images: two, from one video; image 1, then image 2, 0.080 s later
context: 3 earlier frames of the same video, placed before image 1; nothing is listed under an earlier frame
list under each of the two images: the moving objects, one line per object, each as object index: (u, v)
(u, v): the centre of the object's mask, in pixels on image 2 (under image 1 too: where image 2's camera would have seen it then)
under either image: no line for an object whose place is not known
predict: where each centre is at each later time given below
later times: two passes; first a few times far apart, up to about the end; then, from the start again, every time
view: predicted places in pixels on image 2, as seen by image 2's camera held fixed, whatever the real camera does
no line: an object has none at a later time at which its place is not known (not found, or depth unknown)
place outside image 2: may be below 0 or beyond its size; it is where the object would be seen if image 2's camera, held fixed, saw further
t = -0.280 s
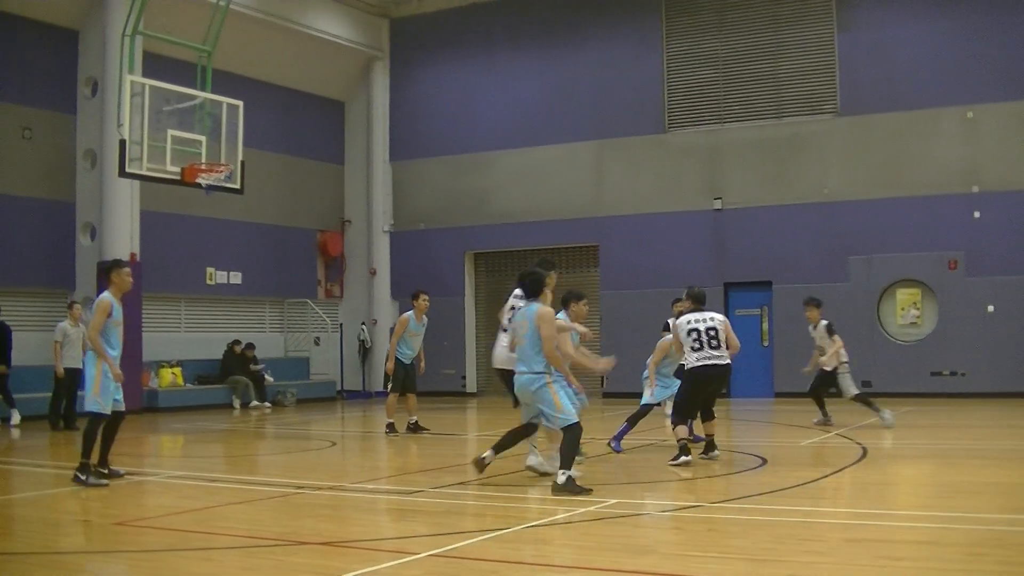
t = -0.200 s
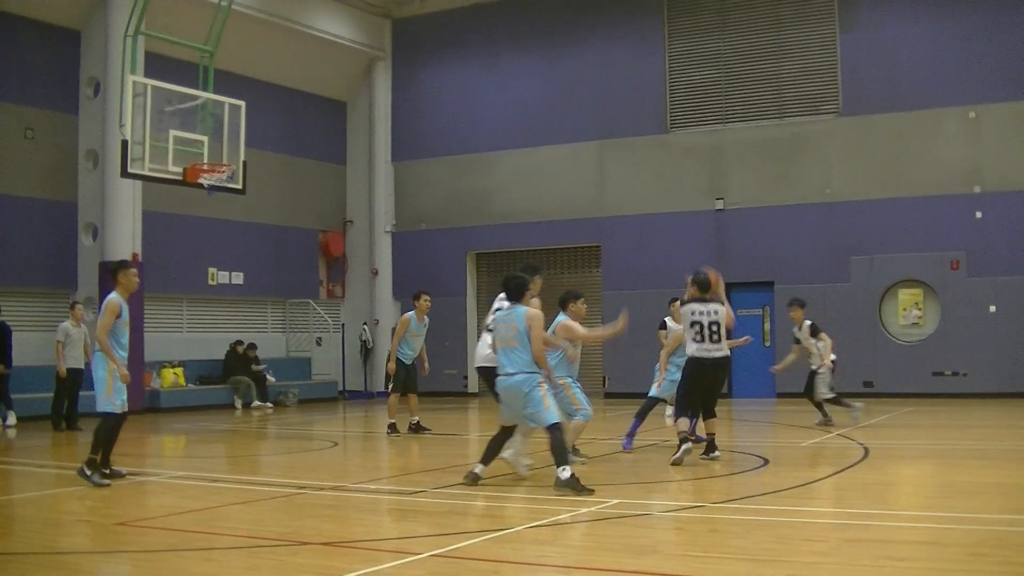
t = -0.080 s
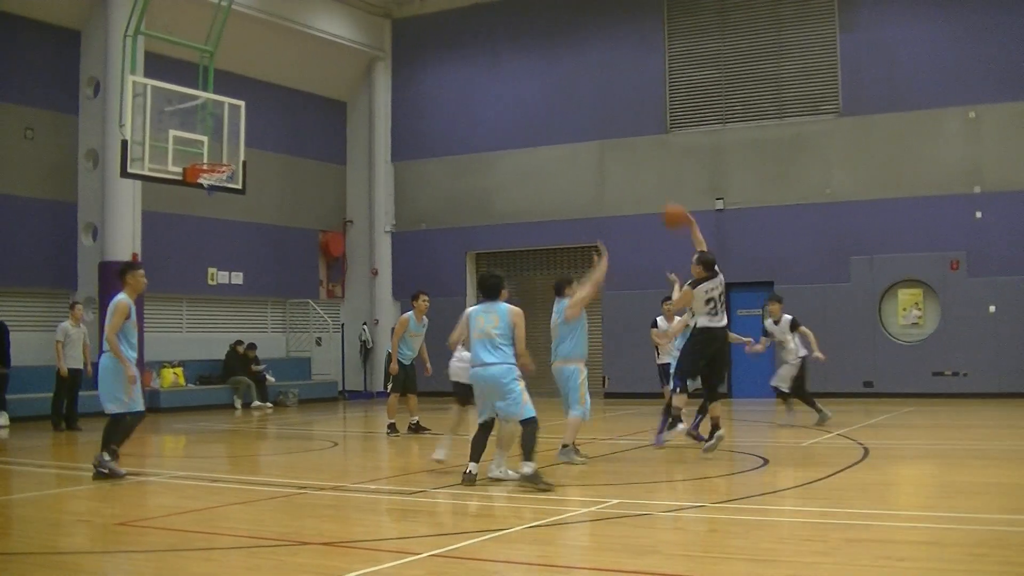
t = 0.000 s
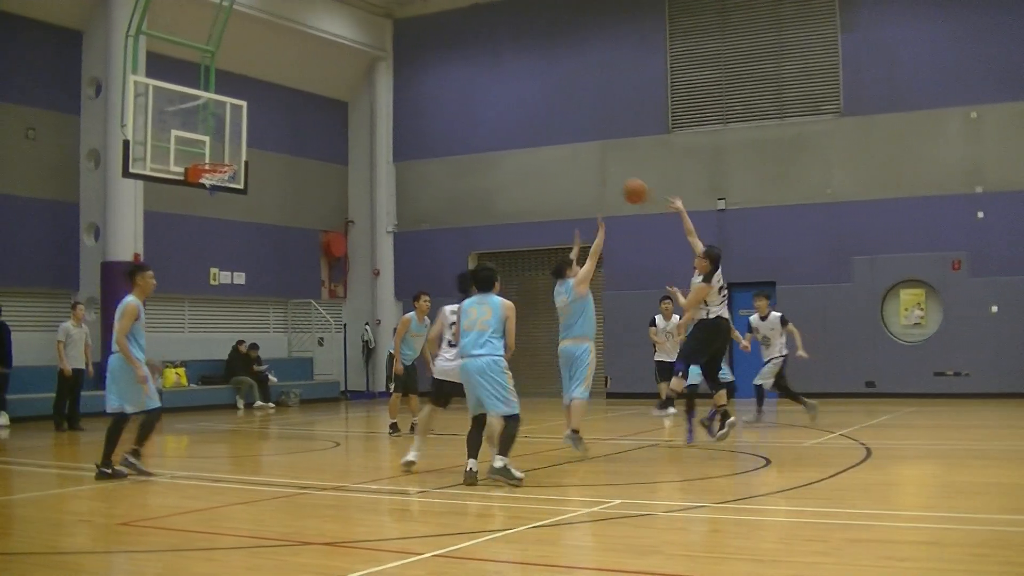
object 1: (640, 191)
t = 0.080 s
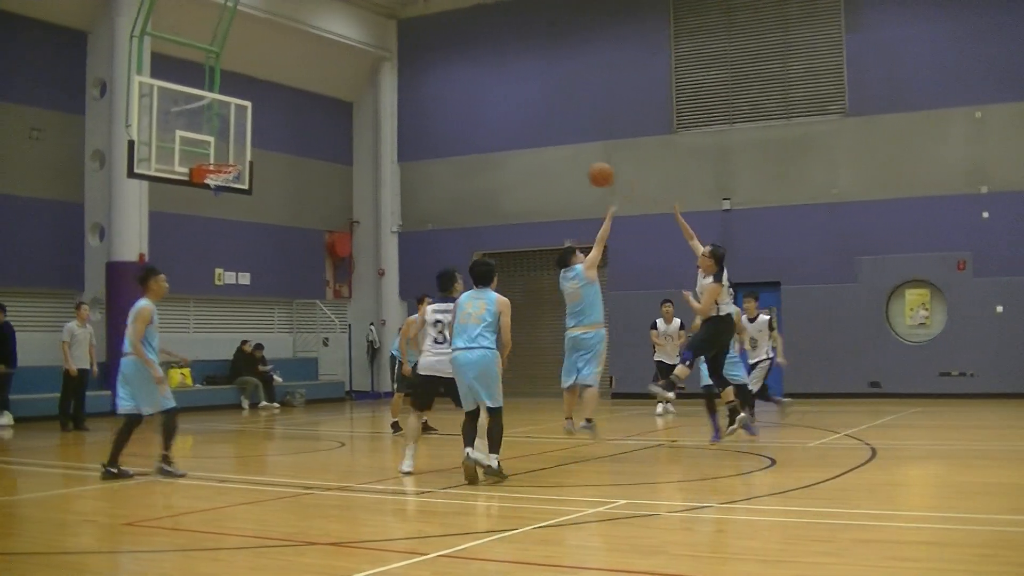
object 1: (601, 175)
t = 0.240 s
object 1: (526, 162)
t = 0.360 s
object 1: (472, 168)
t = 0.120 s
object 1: (582, 169)
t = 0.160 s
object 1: (563, 165)
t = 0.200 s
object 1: (544, 162)
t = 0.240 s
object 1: (526, 162)
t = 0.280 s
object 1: (508, 162)
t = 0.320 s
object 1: (490, 164)
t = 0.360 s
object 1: (472, 168)
